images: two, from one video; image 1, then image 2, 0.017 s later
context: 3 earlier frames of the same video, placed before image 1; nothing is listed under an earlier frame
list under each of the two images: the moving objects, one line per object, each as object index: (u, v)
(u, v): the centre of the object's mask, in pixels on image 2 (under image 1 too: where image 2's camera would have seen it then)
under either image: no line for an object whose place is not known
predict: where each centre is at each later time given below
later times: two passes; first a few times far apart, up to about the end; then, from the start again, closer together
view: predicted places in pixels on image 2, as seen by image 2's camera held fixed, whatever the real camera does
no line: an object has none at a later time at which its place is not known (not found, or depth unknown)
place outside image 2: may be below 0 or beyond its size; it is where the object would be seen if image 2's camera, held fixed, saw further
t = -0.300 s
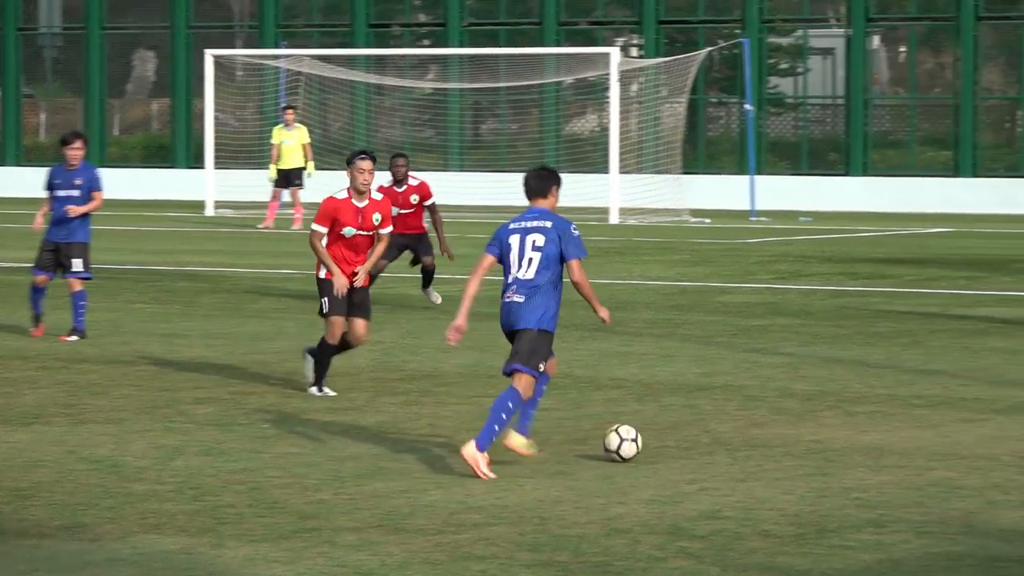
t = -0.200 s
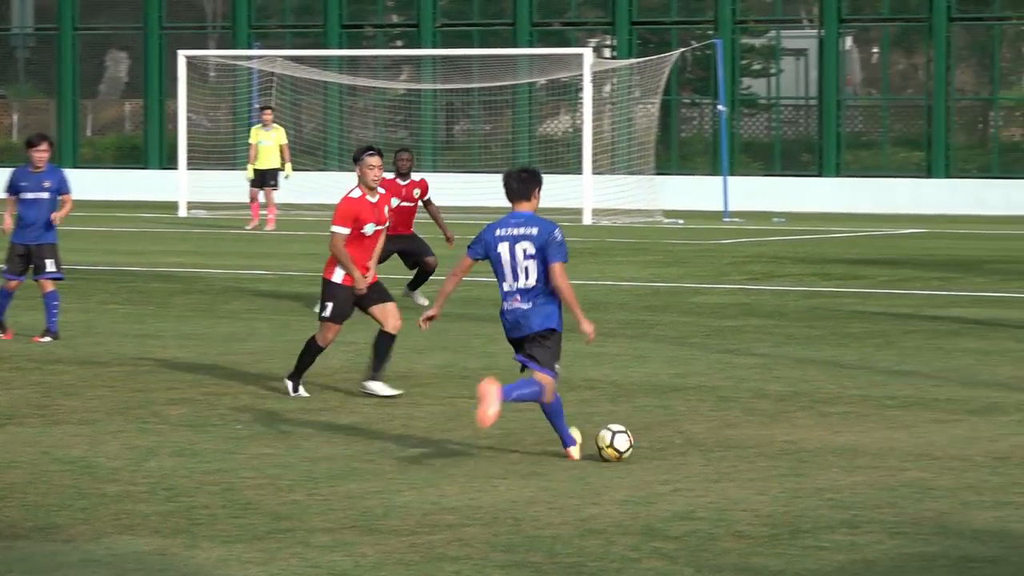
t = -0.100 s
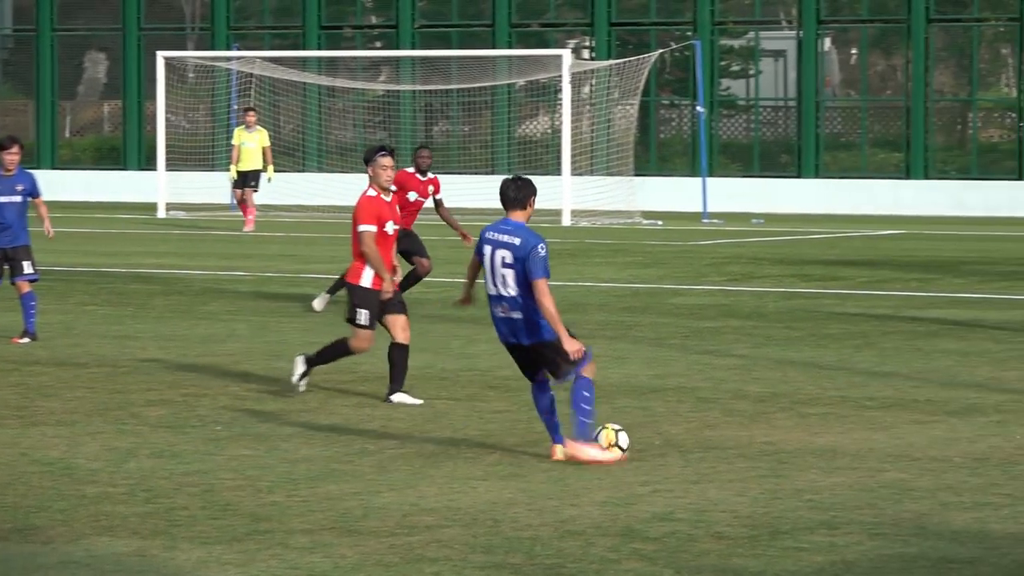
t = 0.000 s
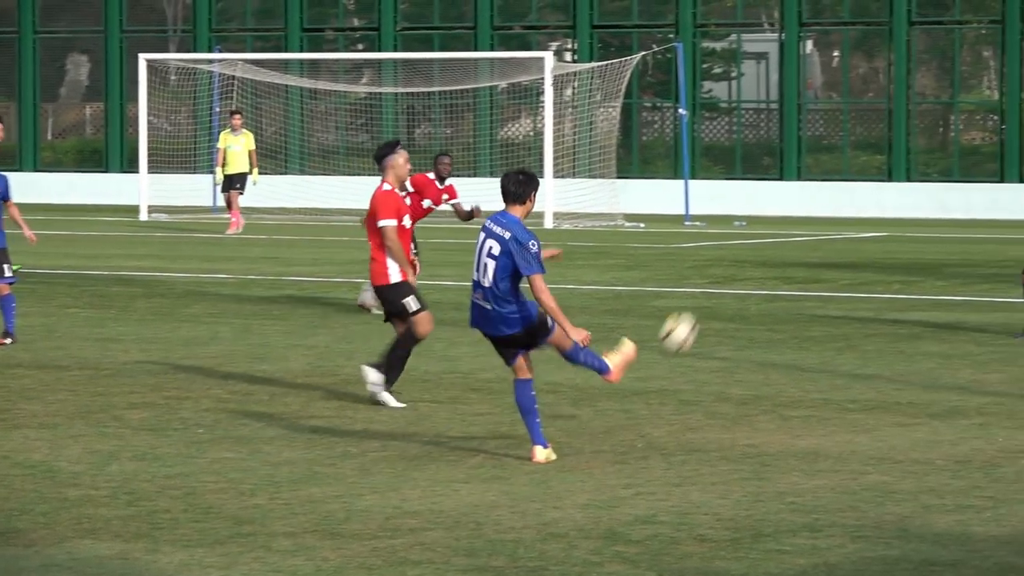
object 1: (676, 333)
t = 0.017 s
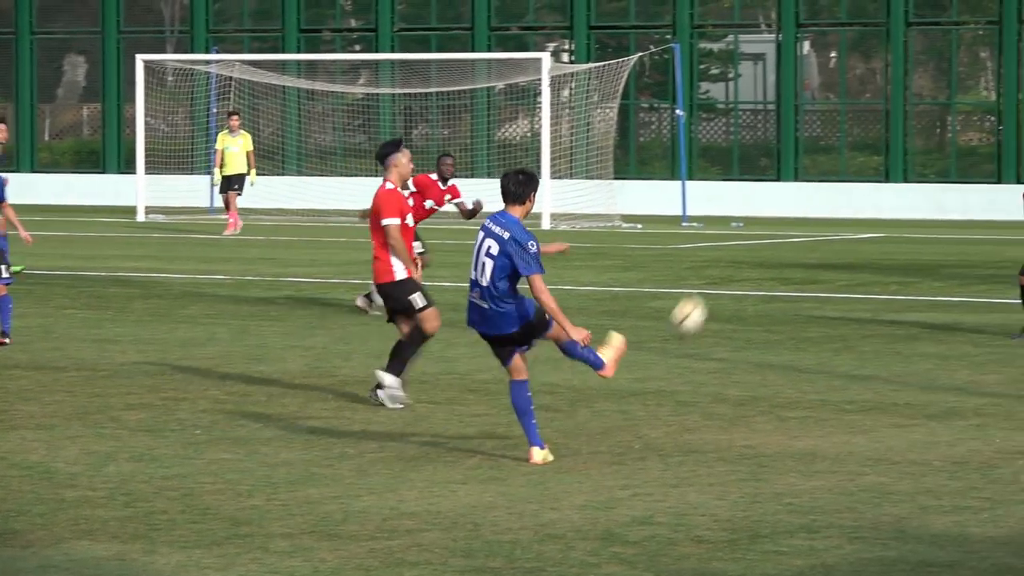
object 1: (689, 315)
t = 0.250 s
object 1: (816, 160)
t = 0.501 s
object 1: (878, 125)
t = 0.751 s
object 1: (892, 180)
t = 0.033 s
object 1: (701, 299)
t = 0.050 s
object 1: (713, 283)
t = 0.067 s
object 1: (725, 269)
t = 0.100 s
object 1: (746, 242)
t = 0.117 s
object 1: (755, 230)
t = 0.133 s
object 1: (764, 219)
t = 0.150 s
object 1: (773, 208)
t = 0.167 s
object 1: (782, 199)
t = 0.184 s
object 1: (790, 189)
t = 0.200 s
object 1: (797, 181)
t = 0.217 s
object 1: (804, 173)
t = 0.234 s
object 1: (810, 167)
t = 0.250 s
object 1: (816, 160)
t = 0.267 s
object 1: (822, 154)
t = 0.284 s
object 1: (828, 149)
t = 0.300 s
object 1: (834, 143)
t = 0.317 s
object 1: (840, 139)
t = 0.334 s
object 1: (844, 136)
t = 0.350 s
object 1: (849, 132)
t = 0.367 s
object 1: (854, 129)
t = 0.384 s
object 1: (858, 127)
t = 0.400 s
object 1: (861, 126)
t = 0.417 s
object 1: (865, 124)
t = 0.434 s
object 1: (868, 123)
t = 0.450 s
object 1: (870, 124)
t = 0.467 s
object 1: (873, 124)
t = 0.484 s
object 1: (875, 124)
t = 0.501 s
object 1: (878, 125)
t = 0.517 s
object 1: (879, 127)
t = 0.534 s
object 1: (882, 129)
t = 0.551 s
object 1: (883, 131)
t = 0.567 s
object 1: (885, 133)
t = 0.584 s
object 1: (886, 136)
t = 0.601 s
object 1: (888, 139)
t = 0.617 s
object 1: (890, 142)
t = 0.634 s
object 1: (890, 147)
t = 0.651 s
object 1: (891, 150)
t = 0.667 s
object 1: (892, 155)
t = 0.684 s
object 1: (892, 159)
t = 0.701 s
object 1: (893, 164)
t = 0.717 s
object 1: (893, 169)
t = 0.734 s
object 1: (893, 175)
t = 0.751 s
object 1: (892, 180)
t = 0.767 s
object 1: (892, 187)
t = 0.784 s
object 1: (891, 194)
